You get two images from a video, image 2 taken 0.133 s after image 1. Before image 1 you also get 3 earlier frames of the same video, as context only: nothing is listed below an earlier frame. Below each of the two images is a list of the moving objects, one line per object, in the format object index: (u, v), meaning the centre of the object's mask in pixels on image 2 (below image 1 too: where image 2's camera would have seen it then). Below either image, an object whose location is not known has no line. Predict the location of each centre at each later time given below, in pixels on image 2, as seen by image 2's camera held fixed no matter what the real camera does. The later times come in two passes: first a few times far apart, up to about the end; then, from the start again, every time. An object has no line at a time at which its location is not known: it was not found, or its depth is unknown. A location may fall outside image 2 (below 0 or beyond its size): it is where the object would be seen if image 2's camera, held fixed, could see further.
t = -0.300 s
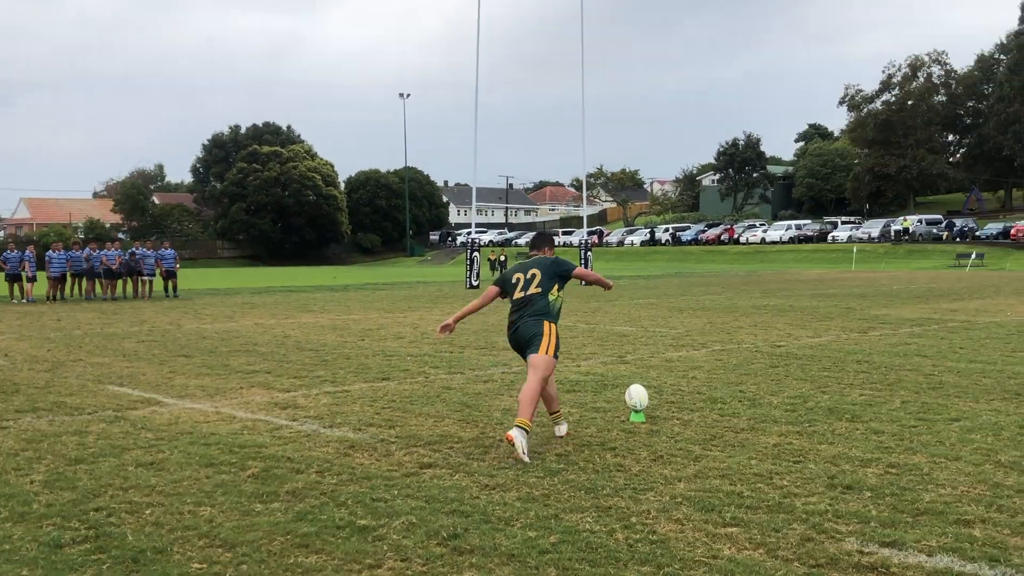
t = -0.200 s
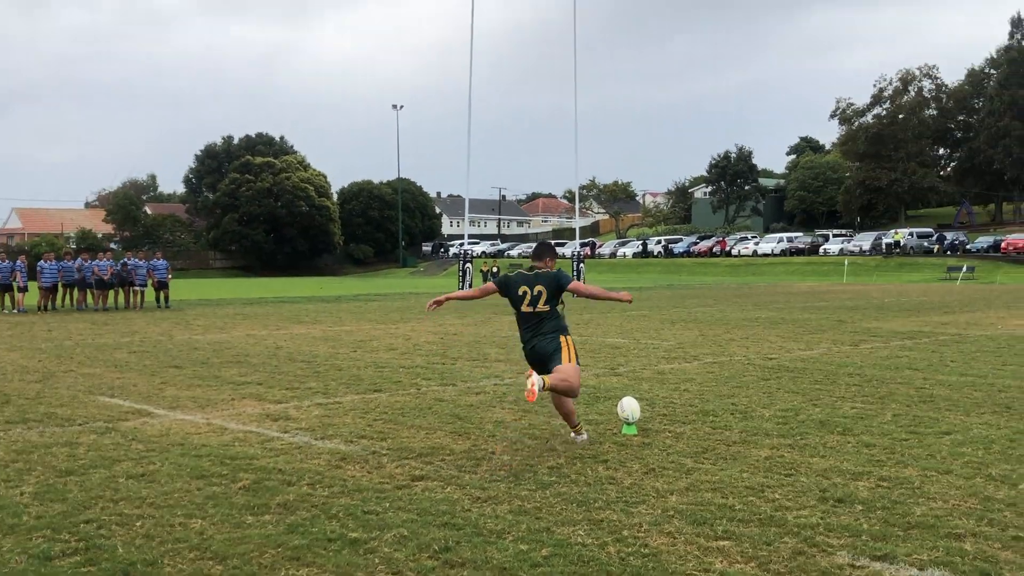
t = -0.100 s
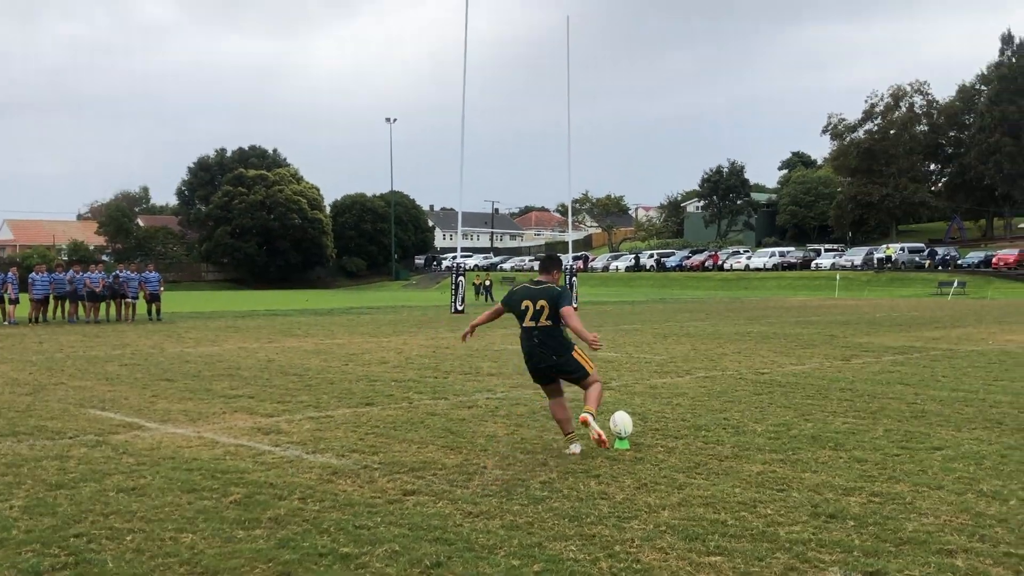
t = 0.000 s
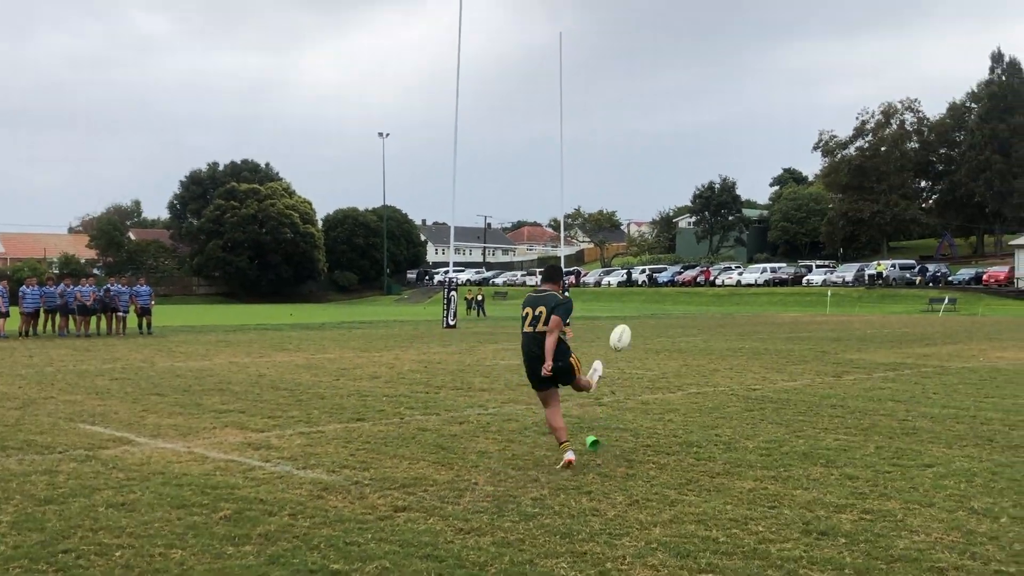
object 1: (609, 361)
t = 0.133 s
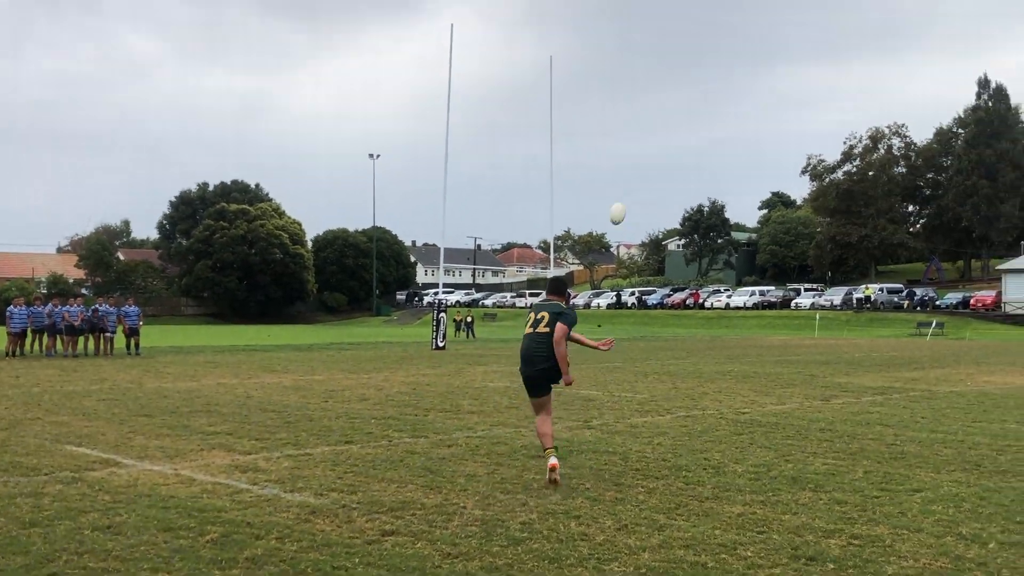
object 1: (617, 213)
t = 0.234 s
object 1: (620, 144)
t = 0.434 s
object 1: (618, 56)
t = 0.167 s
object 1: (618, 187)
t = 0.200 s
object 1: (619, 164)
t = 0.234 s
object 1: (620, 144)
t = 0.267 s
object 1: (620, 125)
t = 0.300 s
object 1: (620, 108)
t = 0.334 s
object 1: (620, 93)
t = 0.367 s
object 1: (620, 79)
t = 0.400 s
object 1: (619, 67)
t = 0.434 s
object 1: (618, 56)
